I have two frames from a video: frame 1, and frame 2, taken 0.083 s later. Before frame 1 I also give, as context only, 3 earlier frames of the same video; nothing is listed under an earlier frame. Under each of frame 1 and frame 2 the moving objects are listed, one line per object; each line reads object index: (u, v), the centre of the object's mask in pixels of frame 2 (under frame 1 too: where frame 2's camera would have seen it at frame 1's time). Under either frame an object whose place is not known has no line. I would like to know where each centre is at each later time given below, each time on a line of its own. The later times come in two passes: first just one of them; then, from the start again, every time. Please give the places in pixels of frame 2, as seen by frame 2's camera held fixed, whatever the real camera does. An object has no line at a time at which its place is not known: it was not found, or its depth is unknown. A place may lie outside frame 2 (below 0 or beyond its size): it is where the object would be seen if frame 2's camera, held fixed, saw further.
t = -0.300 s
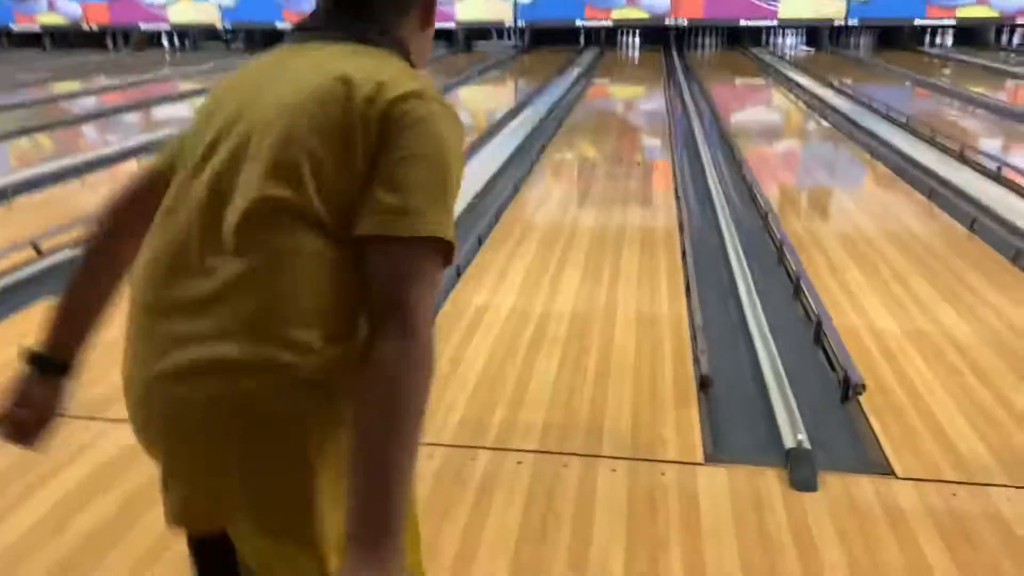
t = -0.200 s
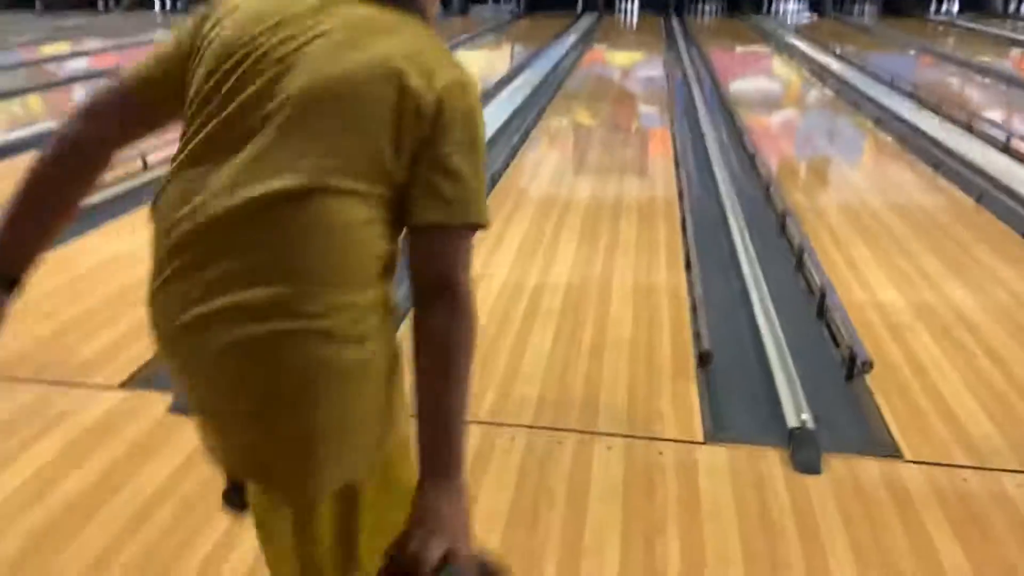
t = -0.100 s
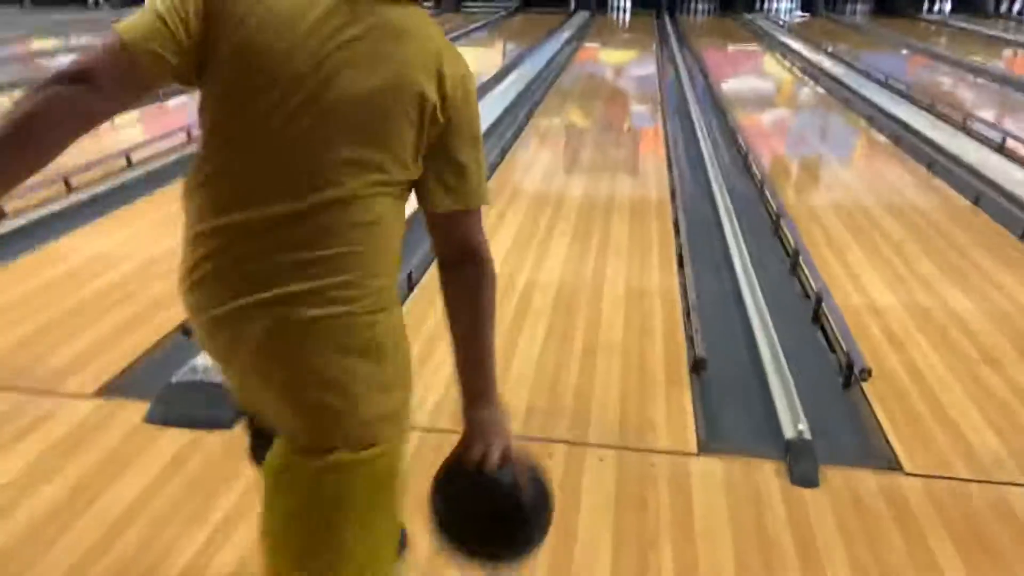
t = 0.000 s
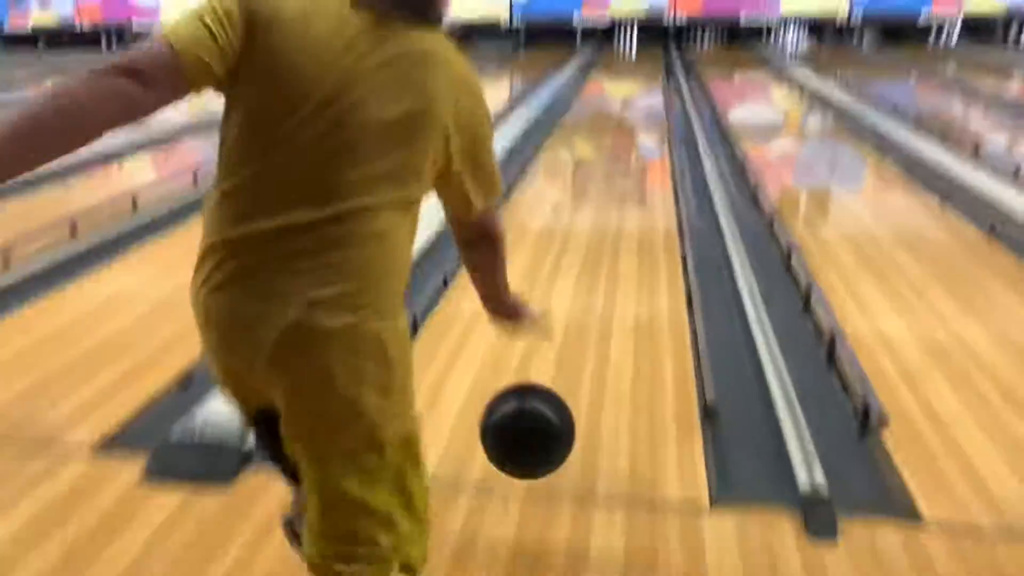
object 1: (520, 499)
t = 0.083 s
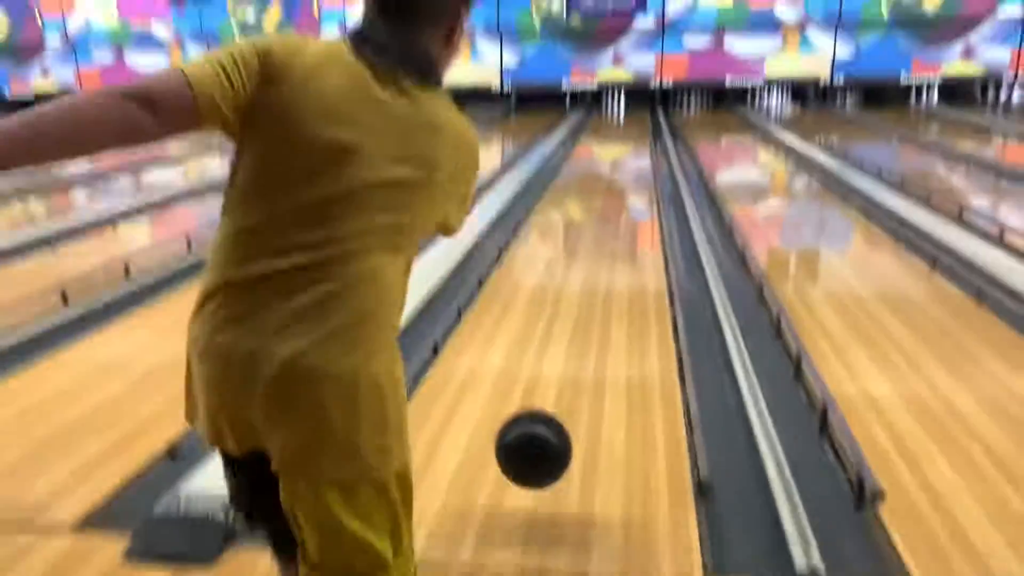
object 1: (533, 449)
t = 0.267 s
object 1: (549, 372)
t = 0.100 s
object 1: (535, 444)
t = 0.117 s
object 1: (537, 441)
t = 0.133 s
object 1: (538, 437)
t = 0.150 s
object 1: (539, 436)
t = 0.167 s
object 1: (541, 435)
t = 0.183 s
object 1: (543, 422)
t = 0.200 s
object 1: (544, 410)
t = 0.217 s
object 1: (546, 398)
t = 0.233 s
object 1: (546, 388)
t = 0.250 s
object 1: (548, 379)
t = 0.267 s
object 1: (549, 372)
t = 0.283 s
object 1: (549, 366)
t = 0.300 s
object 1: (550, 361)
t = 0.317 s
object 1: (551, 355)
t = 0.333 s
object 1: (552, 347)
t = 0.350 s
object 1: (553, 341)
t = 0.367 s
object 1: (554, 335)
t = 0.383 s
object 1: (555, 329)
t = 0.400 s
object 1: (556, 323)
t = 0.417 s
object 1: (555, 318)
